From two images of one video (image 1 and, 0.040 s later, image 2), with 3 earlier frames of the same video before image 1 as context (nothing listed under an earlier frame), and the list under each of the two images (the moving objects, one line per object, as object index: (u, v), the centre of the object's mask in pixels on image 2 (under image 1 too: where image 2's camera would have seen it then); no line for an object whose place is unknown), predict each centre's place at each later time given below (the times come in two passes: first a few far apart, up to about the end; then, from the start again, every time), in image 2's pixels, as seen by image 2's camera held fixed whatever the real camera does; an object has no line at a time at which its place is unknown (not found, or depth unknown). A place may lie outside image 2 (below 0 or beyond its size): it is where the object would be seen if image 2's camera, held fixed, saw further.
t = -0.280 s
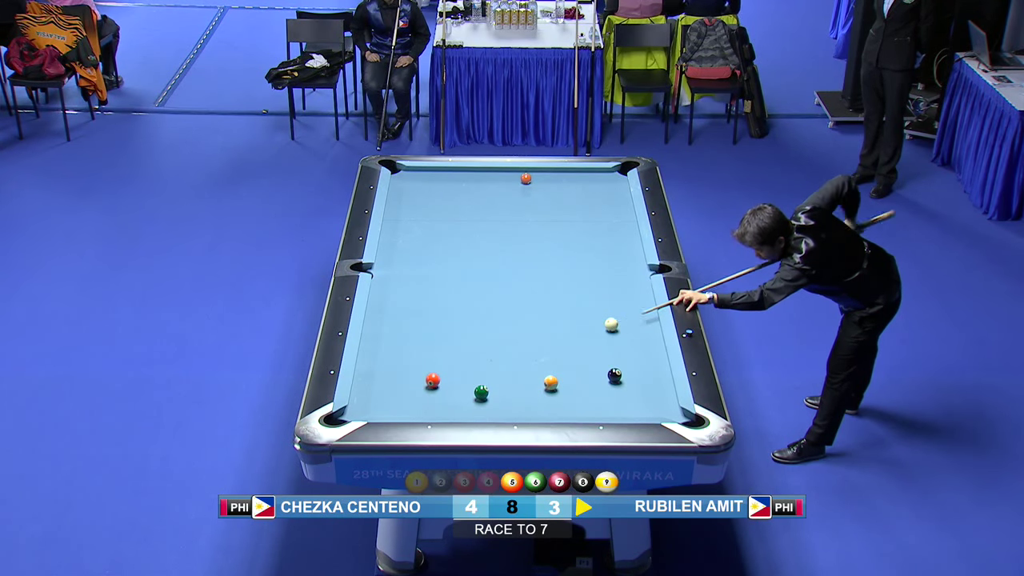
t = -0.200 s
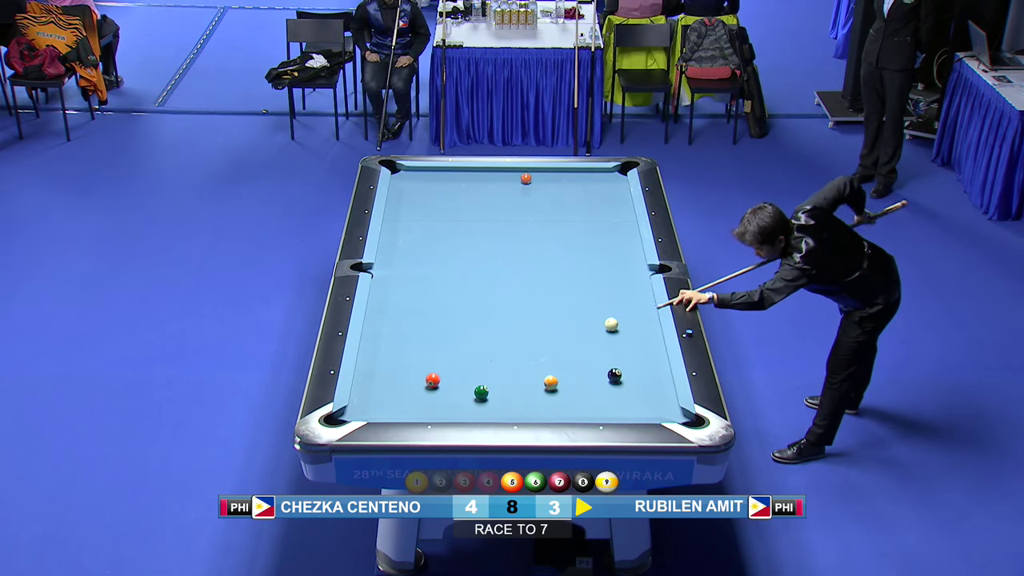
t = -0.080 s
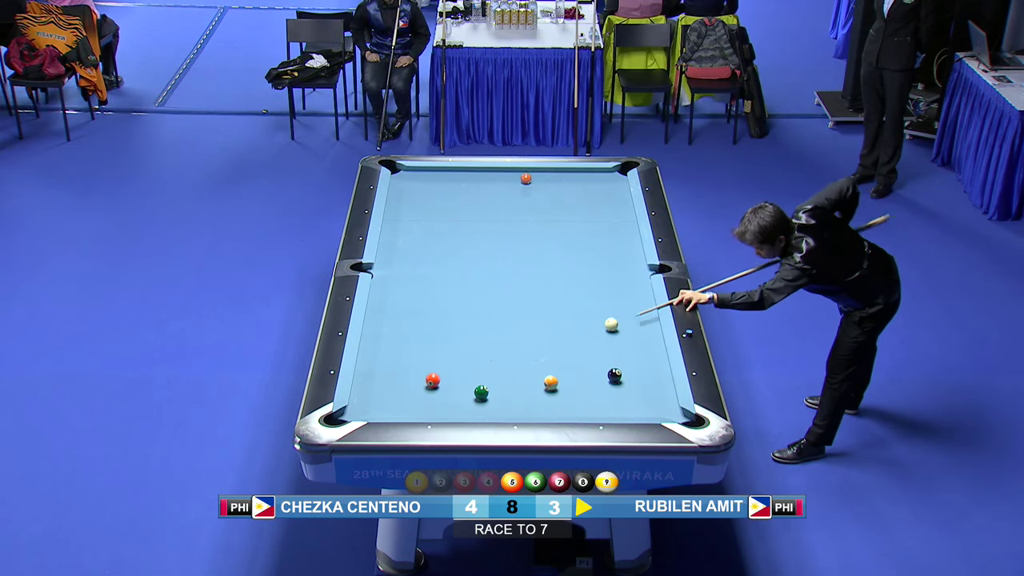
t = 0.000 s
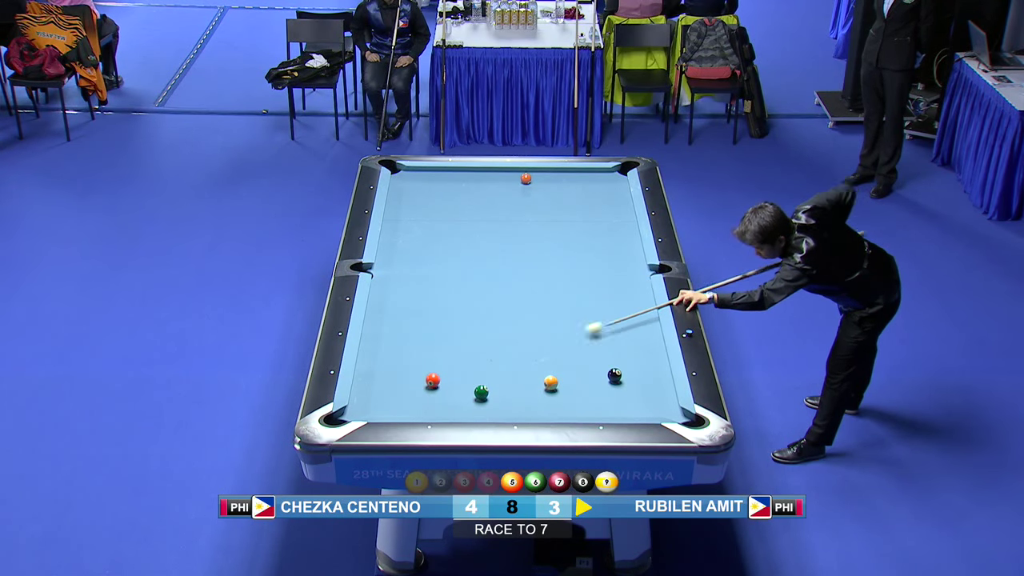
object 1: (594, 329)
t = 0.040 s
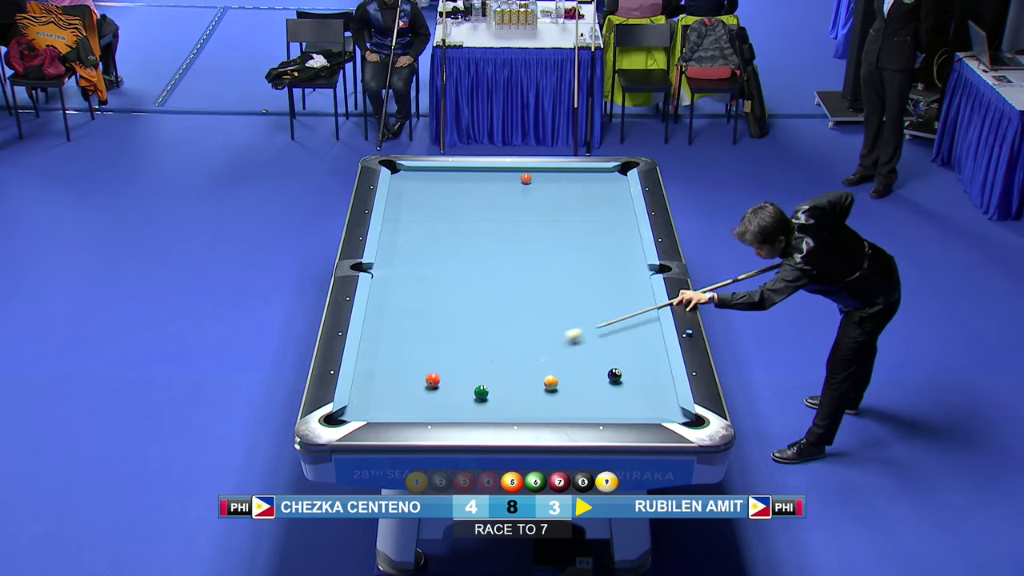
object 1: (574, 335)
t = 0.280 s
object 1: (454, 372)
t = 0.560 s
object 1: (411, 372)
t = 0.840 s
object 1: (360, 377)
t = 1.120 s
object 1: (386, 385)
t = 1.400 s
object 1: (409, 393)
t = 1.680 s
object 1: (431, 401)
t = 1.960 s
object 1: (452, 407)
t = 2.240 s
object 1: (472, 411)
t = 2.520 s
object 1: (486, 410)
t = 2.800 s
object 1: (500, 408)
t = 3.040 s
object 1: (510, 407)
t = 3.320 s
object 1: (520, 405)
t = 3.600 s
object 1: (529, 403)
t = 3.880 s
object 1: (536, 402)
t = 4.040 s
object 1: (539, 401)
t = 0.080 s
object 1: (553, 342)
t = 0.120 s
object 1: (533, 348)
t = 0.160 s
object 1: (513, 354)
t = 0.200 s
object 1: (493, 360)
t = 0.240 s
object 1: (474, 366)
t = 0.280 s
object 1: (454, 372)
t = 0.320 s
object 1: (442, 375)
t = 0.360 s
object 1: (438, 374)
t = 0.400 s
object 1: (434, 373)
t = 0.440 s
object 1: (429, 372)
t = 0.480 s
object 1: (424, 372)
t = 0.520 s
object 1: (418, 372)
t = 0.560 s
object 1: (411, 372)
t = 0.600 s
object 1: (404, 373)
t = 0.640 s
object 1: (396, 374)
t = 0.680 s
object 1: (389, 375)
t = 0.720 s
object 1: (382, 375)
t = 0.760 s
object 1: (375, 376)
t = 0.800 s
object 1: (367, 376)
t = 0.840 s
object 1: (360, 377)
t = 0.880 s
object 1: (364, 378)
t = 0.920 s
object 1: (368, 379)
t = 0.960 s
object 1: (372, 380)
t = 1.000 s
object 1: (375, 382)
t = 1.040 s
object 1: (379, 383)
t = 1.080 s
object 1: (382, 384)
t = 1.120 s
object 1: (386, 385)
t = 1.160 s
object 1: (389, 386)
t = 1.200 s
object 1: (392, 387)
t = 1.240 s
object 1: (395, 389)
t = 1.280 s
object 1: (399, 390)
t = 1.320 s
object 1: (402, 391)
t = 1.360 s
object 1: (405, 392)
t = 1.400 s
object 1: (409, 393)
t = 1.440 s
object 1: (412, 394)
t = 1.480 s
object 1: (415, 395)
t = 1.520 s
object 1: (418, 396)
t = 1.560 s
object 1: (421, 397)
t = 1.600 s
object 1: (424, 398)
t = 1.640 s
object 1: (428, 400)
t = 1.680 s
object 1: (431, 401)
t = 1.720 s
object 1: (434, 402)
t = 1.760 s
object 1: (437, 403)
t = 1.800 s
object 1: (440, 403)
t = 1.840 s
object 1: (443, 405)
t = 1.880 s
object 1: (446, 406)
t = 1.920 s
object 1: (449, 406)
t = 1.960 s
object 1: (452, 407)
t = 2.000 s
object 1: (454, 407)
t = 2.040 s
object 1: (457, 408)
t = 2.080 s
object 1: (460, 409)
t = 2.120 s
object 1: (463, 410)
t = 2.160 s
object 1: (466, 410)
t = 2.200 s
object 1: (469, 411)
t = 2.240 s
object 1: (472, 411)
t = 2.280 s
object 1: (474, 411)
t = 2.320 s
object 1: (476, 411)
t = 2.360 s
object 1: (478, 411)
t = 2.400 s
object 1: (480, 411)
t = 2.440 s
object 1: (482, 410)
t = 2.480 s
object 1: (484, 410)
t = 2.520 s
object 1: (486, 410)
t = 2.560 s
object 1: (488, 410)
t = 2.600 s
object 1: (490, 409)
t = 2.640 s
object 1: (492, 409)
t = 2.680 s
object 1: (494, 409)
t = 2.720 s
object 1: (496, 409)
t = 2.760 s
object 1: (498, 408)
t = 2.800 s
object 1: (500, 408)
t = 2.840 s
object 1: (501, 408)
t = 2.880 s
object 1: (503, 408)
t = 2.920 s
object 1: (505, 407)
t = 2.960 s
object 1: (506, 407)
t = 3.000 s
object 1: (508, 407)
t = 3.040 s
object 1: (510, 407)
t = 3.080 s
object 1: (511, 406)
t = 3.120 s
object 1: (513, 406)
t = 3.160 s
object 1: (514, 406)
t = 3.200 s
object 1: (516, 406)
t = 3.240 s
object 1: (517, 406)
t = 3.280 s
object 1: (519, 405)
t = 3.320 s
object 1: (520, 405)
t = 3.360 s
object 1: (522, 405)
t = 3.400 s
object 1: (523, 405)
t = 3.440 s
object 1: (524, 404)
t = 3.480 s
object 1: (525, 404)
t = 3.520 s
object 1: (526, 404)
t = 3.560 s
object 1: (527, 403)
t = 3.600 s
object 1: (529, 403)
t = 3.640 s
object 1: (530, 403)
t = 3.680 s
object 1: (531, 403)
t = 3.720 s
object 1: (532, 403)
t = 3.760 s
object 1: (533, 403)
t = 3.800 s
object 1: (534, 402)
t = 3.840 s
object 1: (535, 402)
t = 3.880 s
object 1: (536, 402)
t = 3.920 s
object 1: (537, 402)
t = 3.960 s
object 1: (538, 401)
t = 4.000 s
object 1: (539, 401)
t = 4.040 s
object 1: (539, 401)
